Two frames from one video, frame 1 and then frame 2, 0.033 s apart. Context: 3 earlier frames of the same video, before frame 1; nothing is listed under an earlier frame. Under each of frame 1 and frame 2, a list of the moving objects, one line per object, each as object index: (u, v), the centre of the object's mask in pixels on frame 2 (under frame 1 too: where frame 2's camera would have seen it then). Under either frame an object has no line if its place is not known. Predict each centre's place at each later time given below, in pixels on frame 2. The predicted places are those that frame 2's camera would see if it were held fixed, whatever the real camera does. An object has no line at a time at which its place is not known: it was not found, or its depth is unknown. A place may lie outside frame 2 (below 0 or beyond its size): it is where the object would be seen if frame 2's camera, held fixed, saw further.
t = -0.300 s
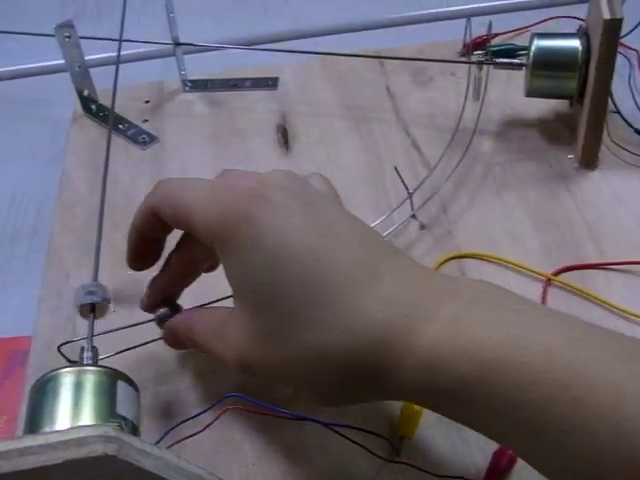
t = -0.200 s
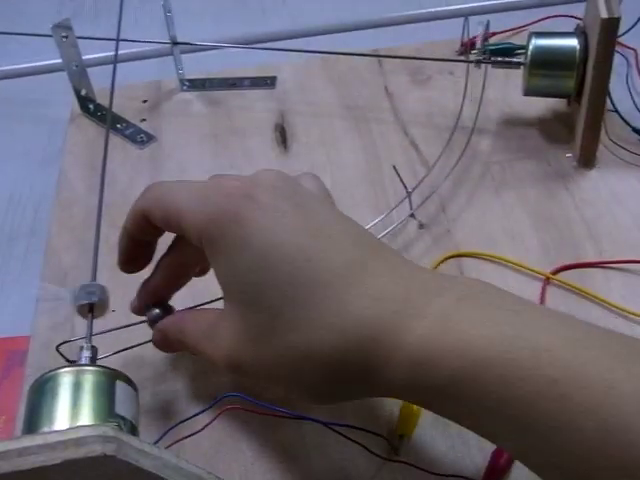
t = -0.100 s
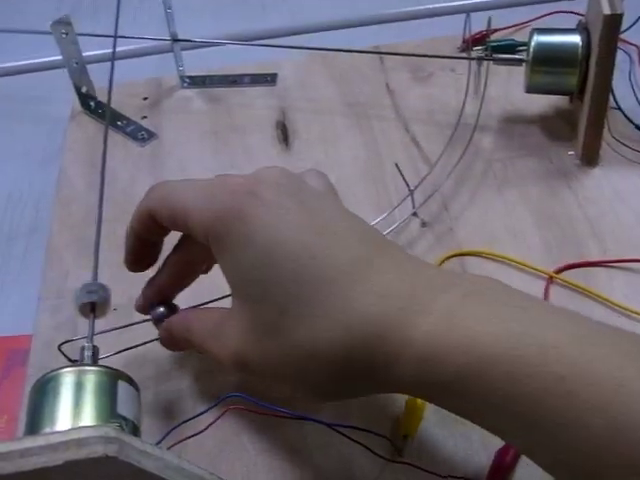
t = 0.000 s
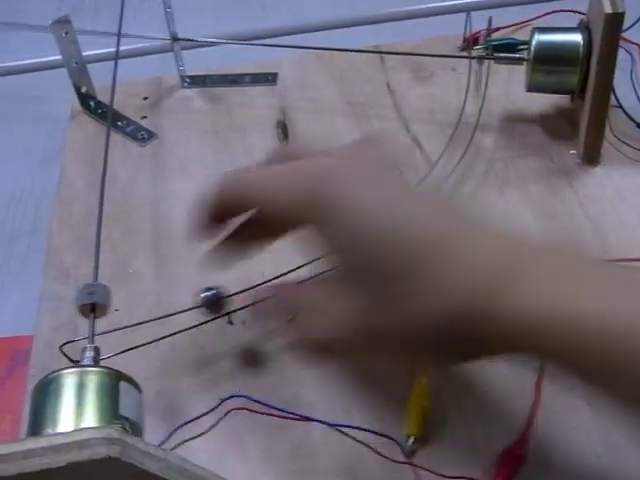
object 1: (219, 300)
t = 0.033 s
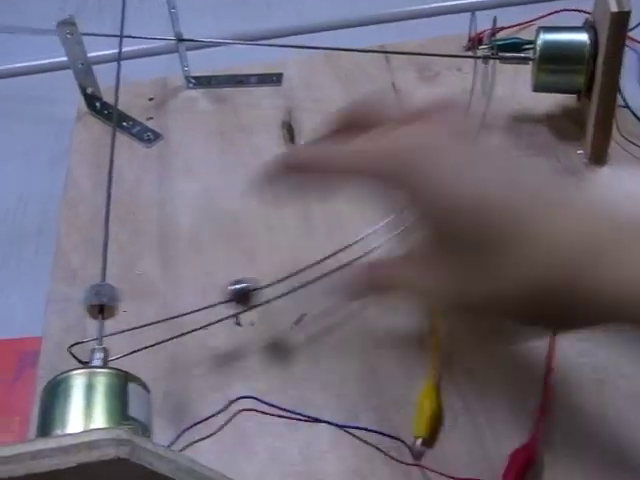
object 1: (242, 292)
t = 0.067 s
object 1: (261, 284)
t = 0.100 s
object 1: (282, 275)
